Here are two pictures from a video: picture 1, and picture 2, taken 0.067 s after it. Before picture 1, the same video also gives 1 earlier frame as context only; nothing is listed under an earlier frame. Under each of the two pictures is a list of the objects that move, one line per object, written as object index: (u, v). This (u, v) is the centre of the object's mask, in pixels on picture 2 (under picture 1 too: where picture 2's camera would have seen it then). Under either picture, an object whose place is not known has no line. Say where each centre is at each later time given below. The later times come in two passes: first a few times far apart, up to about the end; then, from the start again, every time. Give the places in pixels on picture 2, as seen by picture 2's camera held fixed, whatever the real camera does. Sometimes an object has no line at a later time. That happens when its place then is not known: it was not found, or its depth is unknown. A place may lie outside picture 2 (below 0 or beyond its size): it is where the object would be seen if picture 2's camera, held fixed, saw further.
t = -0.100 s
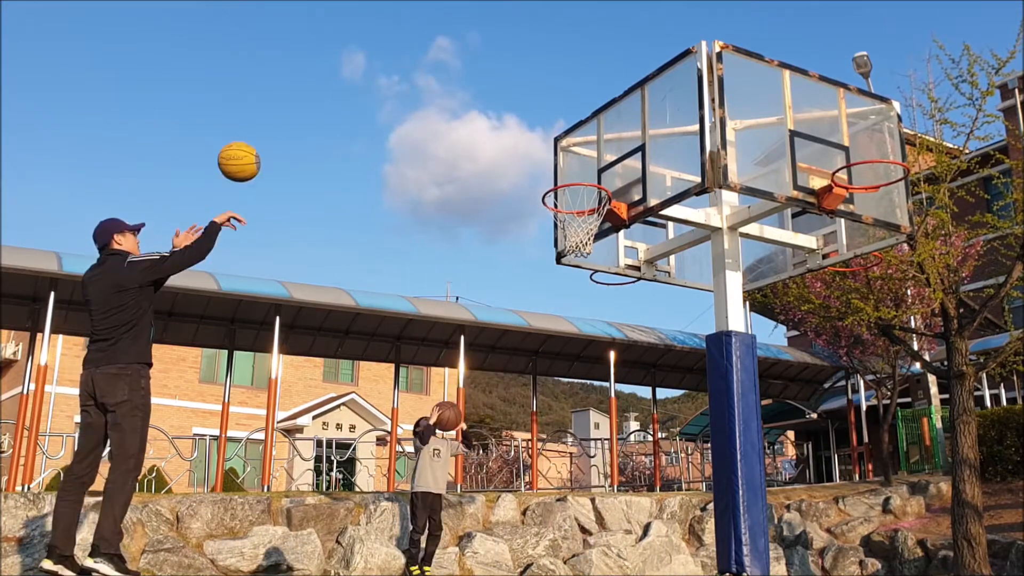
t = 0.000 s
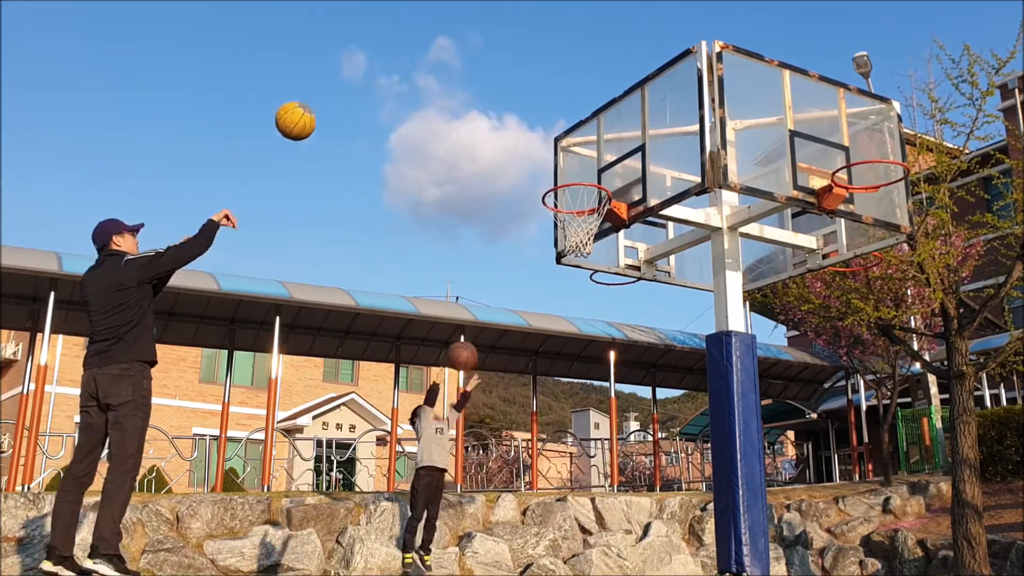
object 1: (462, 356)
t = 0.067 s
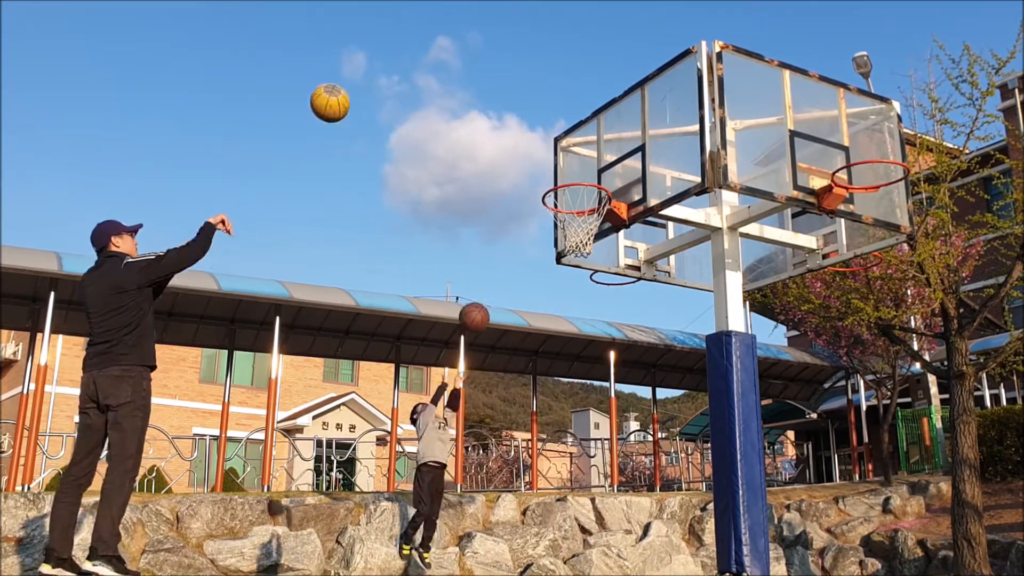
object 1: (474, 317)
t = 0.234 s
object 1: (504, 244)
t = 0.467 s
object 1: (548, 193)
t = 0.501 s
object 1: (554, 191)
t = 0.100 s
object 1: (480, 300)
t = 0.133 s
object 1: (486, 284)
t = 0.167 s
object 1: (492, 270)
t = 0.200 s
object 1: (498, 256)
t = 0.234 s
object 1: (504, 244)
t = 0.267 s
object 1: (510, 233)
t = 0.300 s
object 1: (517, 223)
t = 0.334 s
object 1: (523, 215)
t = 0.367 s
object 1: (529, 207)
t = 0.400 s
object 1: (533, 201)
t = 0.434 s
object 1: (541, 196)
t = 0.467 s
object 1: (548, 193)
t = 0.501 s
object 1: (554, 191)
